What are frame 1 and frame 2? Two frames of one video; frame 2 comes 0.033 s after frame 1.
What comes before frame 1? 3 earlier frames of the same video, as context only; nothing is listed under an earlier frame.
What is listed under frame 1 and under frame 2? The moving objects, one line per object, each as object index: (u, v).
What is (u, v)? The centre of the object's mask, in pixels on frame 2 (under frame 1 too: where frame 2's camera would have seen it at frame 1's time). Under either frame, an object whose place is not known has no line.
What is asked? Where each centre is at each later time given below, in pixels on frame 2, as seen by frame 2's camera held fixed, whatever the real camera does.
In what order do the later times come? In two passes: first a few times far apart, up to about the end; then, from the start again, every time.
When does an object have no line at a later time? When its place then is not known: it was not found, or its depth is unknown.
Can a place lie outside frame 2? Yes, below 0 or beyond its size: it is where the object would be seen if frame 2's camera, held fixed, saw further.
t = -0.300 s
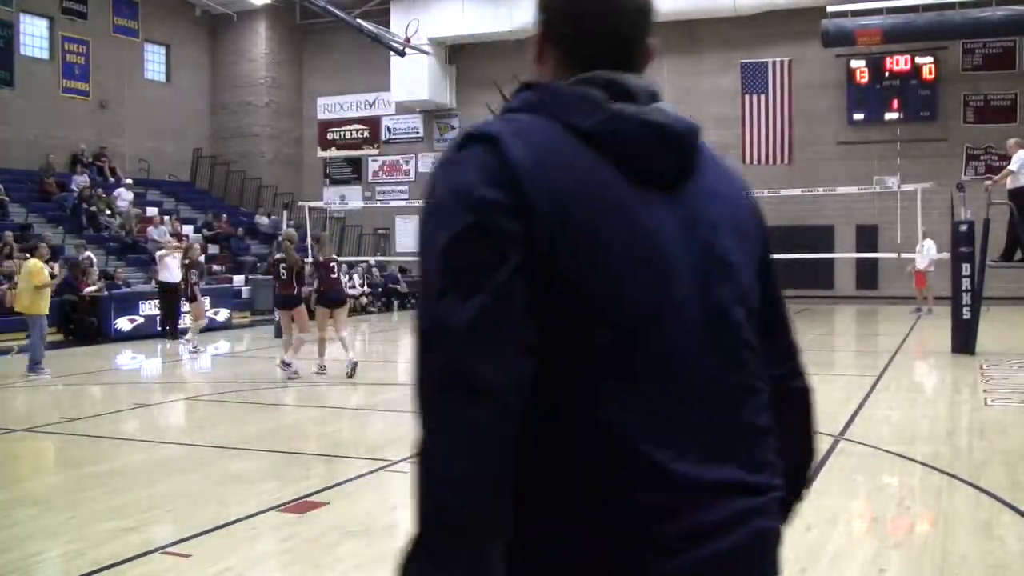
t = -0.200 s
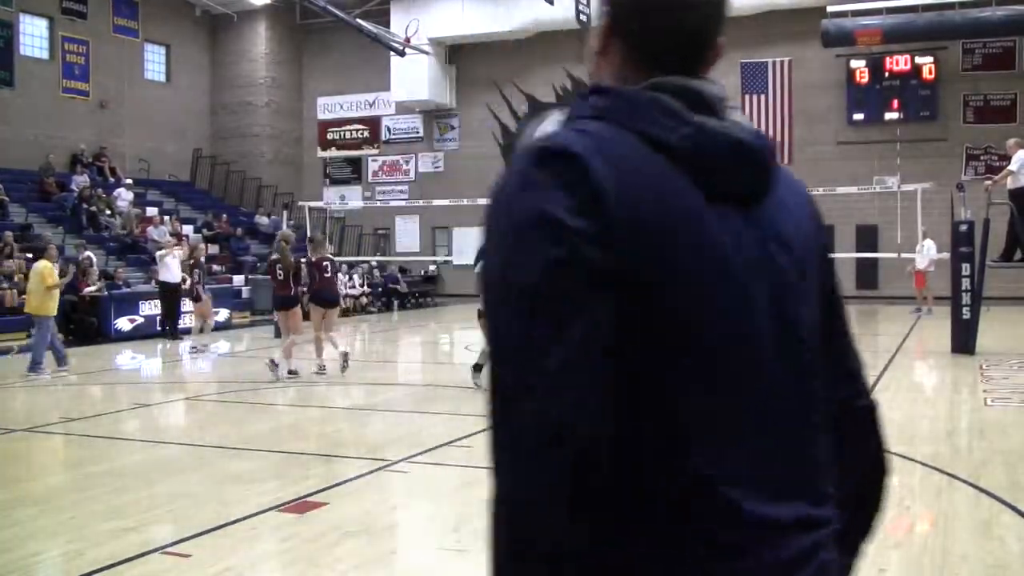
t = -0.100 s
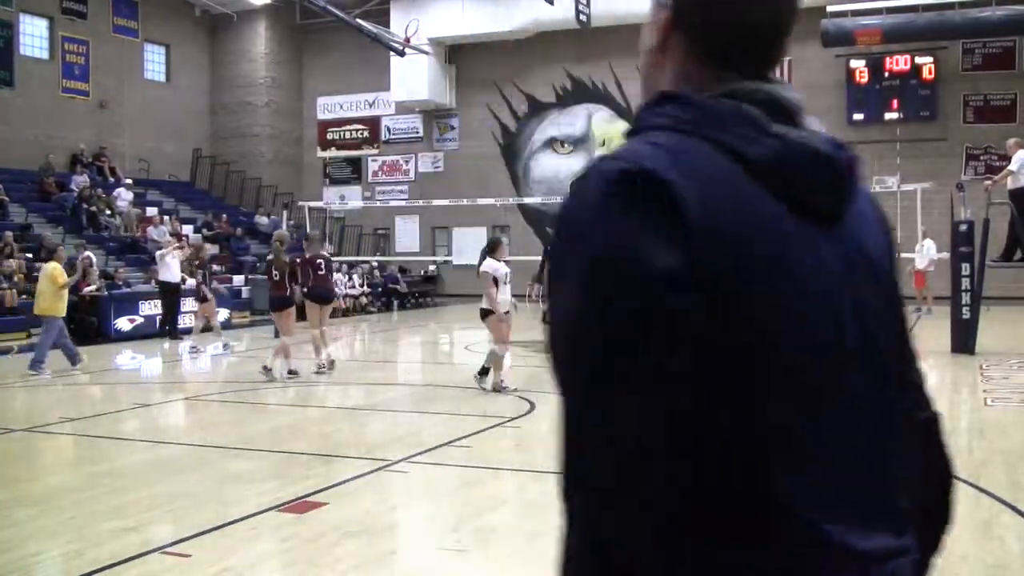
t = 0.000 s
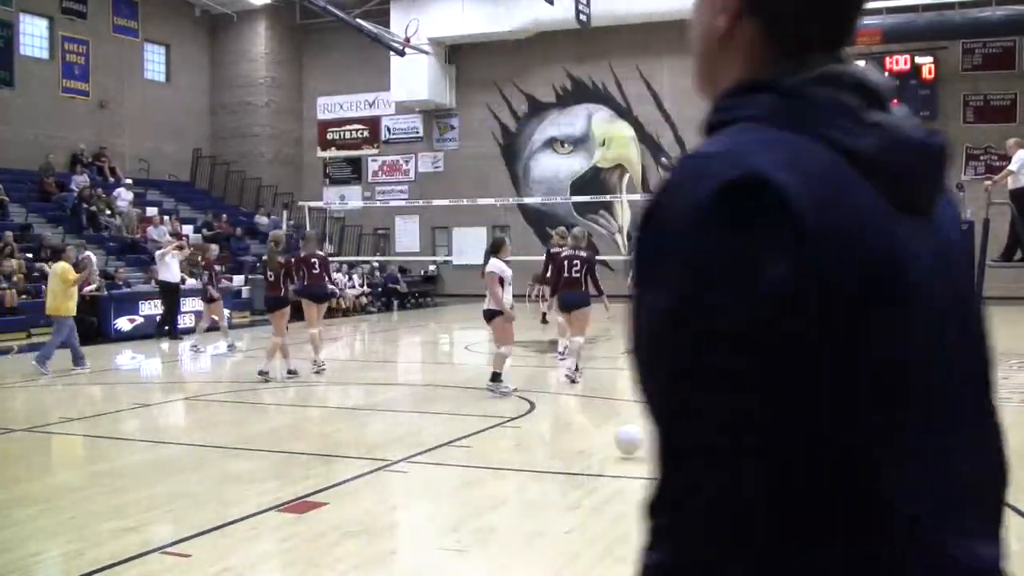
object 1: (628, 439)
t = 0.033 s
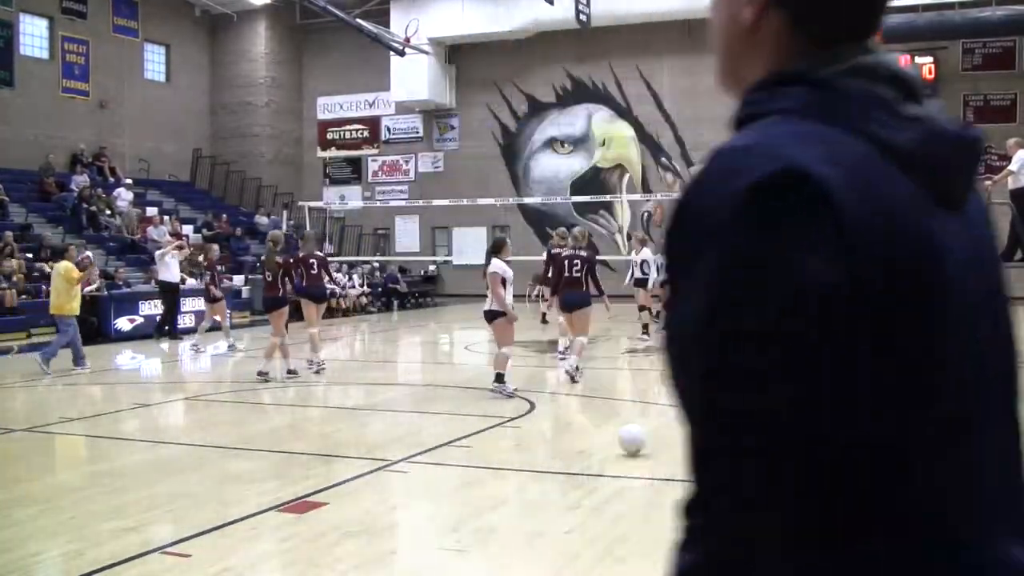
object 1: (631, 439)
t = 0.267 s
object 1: (654, 421)
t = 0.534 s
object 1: (679, 403)
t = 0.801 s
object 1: (698, 391)
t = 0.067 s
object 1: (634, 436)
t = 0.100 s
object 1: (637, 433)
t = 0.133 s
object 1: (642, 430)
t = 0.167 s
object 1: (646, 428)
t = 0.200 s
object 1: (649, 426)
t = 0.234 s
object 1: (652, 423)
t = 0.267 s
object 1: (654, 421)
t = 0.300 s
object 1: (656, 420)
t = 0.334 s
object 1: (661, 417)
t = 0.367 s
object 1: (665, 414)
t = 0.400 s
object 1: (668, 412)
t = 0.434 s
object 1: (671, 410)
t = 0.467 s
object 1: (674, 408)
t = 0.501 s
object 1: (676, 406)
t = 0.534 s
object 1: (679, 403)
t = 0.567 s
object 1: (682, 402)
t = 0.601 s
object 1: (684, 400)
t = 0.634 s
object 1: (687, 398)
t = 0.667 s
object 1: (689, 397)
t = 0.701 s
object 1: (692, 395)
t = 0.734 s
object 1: (694, 393)
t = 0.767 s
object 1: (696, 392)
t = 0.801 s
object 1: (698, 391)
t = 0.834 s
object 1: (699, 389)
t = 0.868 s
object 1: (703, 388)
